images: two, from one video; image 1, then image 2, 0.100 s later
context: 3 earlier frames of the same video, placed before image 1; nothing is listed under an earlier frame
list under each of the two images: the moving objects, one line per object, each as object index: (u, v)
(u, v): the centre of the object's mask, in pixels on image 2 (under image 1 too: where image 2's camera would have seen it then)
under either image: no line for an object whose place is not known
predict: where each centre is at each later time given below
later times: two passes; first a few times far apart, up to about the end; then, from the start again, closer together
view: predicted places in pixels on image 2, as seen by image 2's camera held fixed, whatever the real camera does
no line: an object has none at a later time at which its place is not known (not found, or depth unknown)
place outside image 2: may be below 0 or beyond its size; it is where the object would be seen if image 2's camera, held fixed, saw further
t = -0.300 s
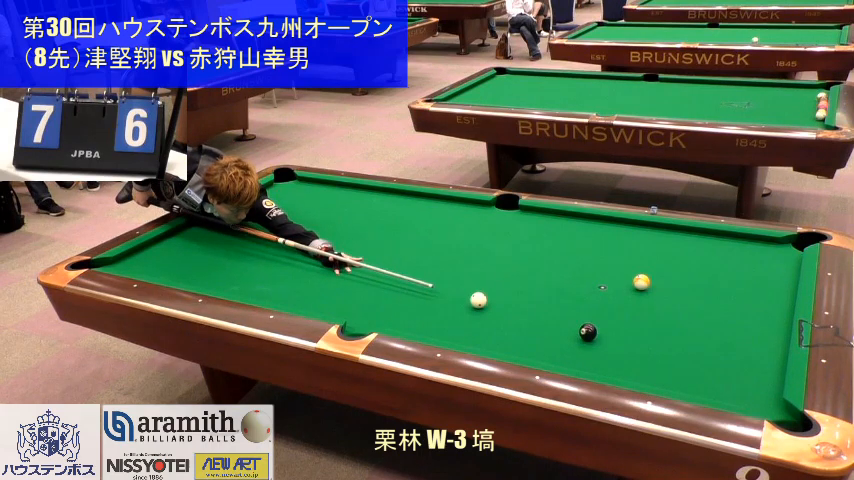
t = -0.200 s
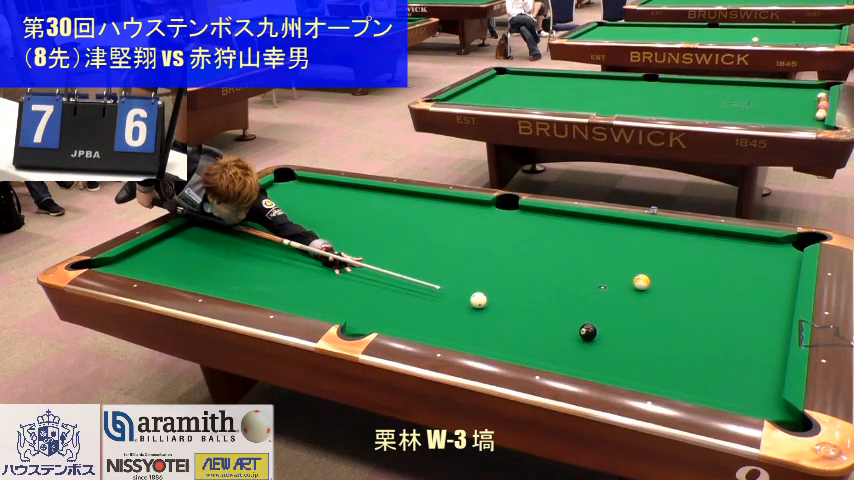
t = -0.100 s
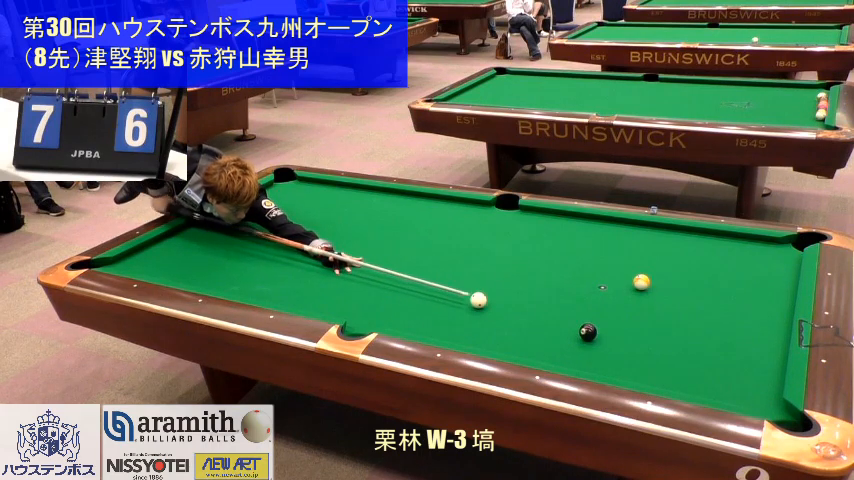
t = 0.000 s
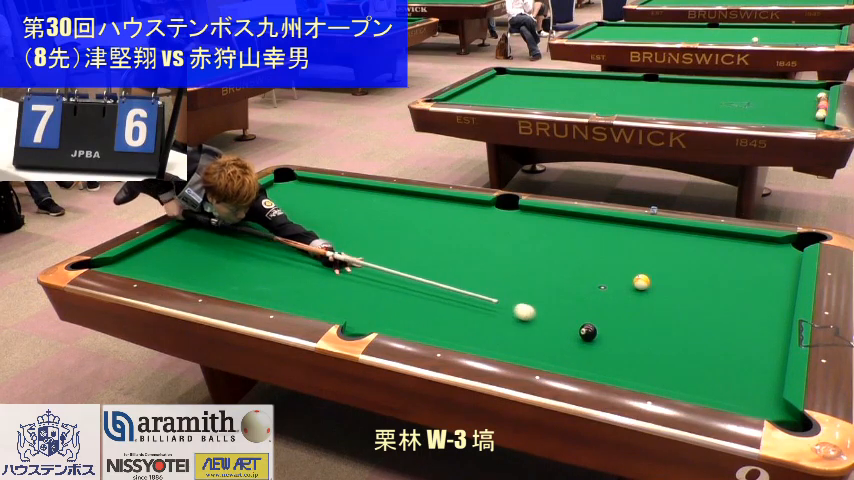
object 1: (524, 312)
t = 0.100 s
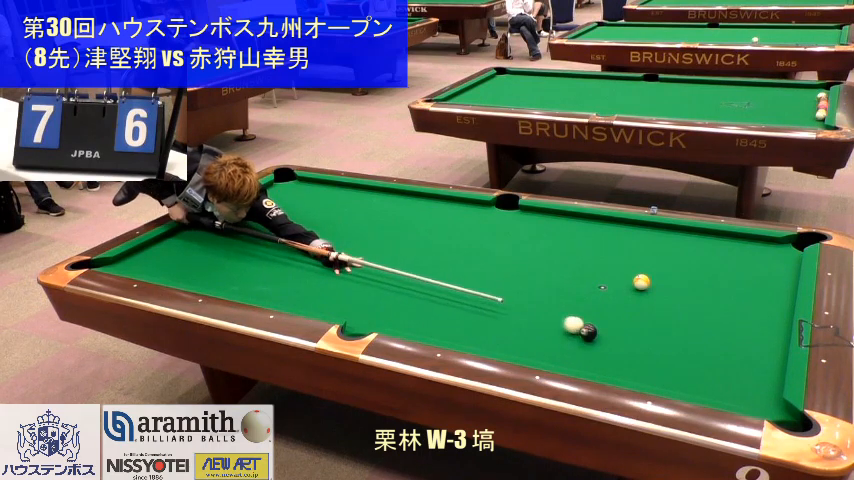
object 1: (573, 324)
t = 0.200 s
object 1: (588, 321)
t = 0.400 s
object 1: (628, 320)
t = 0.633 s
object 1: (675, 320)
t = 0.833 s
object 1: (715, 320)
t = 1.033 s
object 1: (755, 320)
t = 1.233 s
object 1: (779, 318)
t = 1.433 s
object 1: (758, 310)
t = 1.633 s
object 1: (740, 304)
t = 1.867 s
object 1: (721, 297)
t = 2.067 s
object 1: (706, 291)
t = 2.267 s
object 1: (692, 286)
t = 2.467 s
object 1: (680, 282)
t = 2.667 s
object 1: (668, 277)
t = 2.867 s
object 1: (659, 274)
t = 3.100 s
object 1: (648, 269)
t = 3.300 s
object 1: (640, 266)
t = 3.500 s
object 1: (633, 264)
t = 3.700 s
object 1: (627, 262)
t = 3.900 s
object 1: (622, 260)
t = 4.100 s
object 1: (617, 258)
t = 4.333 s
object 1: (613, 257)
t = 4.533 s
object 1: (610, 256)
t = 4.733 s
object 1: (607, 255)
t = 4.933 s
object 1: (606, 254)
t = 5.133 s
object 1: (605, 254)
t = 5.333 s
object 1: (605, 254)
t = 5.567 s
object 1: (605, 254)
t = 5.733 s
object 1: (605, 254)
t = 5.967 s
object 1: (605, 254)
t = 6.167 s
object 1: (605, 254)
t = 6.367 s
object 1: (605, 254)
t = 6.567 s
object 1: (605, 254)
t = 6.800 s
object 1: (605, 254)
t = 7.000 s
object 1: (605, 254)
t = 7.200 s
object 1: (605, 254)
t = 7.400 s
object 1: (605, 254)
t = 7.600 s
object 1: (605, 254)
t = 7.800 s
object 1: (605, 254)
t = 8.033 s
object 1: (605, 254)
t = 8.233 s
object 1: (605, 254)
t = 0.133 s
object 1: (578, 323)
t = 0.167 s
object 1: (583, 322)
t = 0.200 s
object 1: (588, 321)
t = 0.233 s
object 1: (594, 321)
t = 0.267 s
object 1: (600, 321)
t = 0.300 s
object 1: (607, 321)
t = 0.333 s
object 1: (614, 320)
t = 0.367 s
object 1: (621, 320)
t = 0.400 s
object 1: (628, 320)
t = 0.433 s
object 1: (635, 320)
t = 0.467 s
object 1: (641, 320)
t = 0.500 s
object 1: (648, 320)
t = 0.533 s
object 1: (655, 320)
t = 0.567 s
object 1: (662, 320)
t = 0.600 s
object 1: (668, 320)
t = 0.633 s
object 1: (675, 320)
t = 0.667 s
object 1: (682, 320)
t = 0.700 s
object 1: (689, 320)
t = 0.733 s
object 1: (695, 320)
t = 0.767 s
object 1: (702, 320)
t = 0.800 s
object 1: (709, 320)
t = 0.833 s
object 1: (715, 320)
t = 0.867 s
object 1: (722, 320)
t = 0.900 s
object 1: (728, 320)
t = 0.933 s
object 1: (735, 320)
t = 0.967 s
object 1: (742, 320)
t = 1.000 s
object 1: (748, 320)
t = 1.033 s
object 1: (755, 320)
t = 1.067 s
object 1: (761, 320)
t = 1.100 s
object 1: (768, 320)
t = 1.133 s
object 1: (774, 320)
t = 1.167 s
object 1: (781, 319)
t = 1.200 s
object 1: (782, 319)
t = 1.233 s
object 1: (779, 318)
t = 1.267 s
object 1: (775, 316)
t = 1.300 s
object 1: (772, 315)
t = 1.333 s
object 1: (768, 314)
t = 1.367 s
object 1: (765, 313)
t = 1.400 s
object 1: (762, 312)
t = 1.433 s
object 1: (758, 310)
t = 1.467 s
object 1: (755, 309)
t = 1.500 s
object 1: (752, 308)
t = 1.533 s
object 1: (750, 307)
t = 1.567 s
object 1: (746, 306)
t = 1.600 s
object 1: (743, 305)
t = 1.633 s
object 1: (740, 304)
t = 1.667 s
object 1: (737, 303)
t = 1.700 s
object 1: (734, 302)
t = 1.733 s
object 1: (732, 300)
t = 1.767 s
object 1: (729, 299)
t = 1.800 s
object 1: (726, 298)
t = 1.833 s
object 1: (724, 297)
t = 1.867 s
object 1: (721, 297)
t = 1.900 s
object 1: (719, 296)
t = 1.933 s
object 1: (716, 295)
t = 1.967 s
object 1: (713, 294)
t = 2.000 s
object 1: (711, 293)
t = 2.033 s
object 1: (708, 292)
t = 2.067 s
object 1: (706, 291)
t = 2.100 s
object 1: (704, 290)
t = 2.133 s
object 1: (701, 289)
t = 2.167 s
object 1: (699, 289)
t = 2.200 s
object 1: (697, 288)
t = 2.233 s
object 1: (694, 287)
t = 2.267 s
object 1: (692, 286)
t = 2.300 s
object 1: (690, 285)
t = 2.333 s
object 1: (688, 285)
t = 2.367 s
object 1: (686, 284)
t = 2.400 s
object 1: (684, 283)
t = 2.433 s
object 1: (682, 282)
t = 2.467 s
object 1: (680, 282)
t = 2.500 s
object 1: (678, 281)
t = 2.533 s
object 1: (676, 280)
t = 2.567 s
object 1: (674, 280)
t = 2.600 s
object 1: (672, 279)
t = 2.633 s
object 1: (670, 278)
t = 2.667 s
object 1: (668, 277)
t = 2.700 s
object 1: (667, 277)
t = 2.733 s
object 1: (665, 276)
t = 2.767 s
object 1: (663, 276)
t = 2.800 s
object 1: (662, 275)
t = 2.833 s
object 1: (660, 274)
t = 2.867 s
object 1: (659, 274)
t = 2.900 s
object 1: (657, 273)
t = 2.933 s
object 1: (655, 272)
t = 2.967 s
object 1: (654, 272)
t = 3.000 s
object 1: (652, 271)
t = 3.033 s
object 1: (651, 271)
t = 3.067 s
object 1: (650, 270)
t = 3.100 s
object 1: (648, 269)
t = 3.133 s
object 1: (647, 269)
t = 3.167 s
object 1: (645, 268)
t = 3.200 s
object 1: (644, 268)
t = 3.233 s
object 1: (643, 267)
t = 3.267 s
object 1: (641, 267)
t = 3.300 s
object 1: (640, 266)
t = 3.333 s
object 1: (639, 266)
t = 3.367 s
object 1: (638, 266)
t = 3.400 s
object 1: (636, 266)
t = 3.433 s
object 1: (635, 265)
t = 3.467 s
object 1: (634, 265)
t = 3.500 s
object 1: (633, 264)
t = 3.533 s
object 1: (632, 264)
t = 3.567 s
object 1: (631, 263)
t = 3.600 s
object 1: (630, 263)
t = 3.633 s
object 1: (629, 263)
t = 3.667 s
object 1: (628, 262)
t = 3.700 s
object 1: (627, 262)
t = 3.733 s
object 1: (626, 262)
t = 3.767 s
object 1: (625, 261)
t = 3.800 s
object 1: (624, 261)
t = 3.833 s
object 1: (624, 261)
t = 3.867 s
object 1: (623, 260)
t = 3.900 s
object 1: (622, 260)
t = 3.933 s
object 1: (621, 260)
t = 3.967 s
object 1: (620, 260)
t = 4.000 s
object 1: (619, 259)
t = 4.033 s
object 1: (619, 259)
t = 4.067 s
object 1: (618, 259)
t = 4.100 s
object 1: (617, 258)
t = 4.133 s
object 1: (617, 258)
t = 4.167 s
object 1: (616, 258)
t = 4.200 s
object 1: (615, 257)
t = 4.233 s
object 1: (614, 257)
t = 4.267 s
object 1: (614, 257)
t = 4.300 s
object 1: (613, 257)
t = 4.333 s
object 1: (613, 257)
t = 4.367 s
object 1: (612, 256)
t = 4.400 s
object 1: (612, 256)
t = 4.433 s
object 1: (611, 256)
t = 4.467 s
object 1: (611, 256)
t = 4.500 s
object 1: (610, 256)
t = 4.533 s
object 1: (610, 256)
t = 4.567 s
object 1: (609, 255)
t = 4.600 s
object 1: (609, 255)
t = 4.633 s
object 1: (609, 255)
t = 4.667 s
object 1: (608, 255)
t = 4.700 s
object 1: (608, 255)
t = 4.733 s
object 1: (607, 255)
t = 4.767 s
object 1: (607, 255)
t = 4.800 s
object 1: (607, 255)
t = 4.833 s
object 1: (607, 255)
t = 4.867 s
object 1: (606, 254)
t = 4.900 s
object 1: (606, 254)
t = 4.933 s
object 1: (606, 254)
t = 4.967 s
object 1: (606, 254)
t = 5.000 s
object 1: (606, 254)
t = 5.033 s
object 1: (605, 254)
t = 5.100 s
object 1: (605, 254)
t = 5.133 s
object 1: (605, 254)
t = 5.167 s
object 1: (605, 254)
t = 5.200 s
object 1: (605, 254)
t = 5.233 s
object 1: (605, 254)
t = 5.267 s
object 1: (605, 254)
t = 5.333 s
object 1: (605, 254)
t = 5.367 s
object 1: (605, 254)
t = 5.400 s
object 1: (605, 254)
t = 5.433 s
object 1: (605, 254)
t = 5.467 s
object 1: (605, 254)
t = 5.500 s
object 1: (605, 254)
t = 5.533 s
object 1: (605, 254)
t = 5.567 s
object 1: (605, 254)
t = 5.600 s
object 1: (605, 254)
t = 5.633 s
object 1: (605, 254)
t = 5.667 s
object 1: (605, 254)
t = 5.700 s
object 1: (605, 254)
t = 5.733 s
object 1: (605, 254)
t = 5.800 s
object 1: (605, 254)
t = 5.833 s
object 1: (605, 254)
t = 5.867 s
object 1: (605, 254)
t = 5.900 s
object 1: (605, 254)
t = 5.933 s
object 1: (605, 254)
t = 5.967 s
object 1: (605, 254)
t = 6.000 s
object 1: (605, 254)
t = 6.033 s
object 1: (605, 254)
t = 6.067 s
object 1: (605, 254)
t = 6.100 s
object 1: (605, 254)
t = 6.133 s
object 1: (605, 254)
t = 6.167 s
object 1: (605, 254)
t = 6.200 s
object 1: (605, 254)
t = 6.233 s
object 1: (605, 254)
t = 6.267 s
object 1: (605, 254)
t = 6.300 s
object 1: (605, 254)
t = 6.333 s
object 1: (605, 254)
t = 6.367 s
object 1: (605, 254)
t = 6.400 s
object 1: (605, 254)
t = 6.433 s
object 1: (605, 254)
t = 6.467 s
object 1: (605, 254)
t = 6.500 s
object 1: (605, 254)
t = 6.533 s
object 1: (605, 254)
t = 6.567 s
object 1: (605, 254)
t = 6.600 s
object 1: (605, 254)
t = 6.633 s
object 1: (605, 254)
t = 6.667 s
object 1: (605, 254)
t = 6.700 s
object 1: (605, 254)
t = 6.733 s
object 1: (605, 254)
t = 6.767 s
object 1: (605, 254)
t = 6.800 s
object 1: (605, 254)
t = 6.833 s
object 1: (605, 254)
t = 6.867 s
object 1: (605, 254)
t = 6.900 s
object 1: (605, 254)
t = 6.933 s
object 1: (605, 254)
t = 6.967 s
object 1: (605, 254)
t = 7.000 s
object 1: (605, 254)
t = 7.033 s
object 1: (605, 254)
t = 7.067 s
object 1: (605, 254)
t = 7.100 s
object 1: (605, 254)
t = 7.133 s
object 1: (605, 254)
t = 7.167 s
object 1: (605, 254)
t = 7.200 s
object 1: (605, 254)
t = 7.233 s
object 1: (605, 254)
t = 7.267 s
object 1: (605, 254)
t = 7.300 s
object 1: (605, 254)
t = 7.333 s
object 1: (605, 254)
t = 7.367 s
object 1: (605, 254)
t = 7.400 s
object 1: (605, 254)
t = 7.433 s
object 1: (605, 254)
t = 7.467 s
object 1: (605, 254)
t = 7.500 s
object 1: (605, 254)
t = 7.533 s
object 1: (605, 254)
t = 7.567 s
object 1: (605, 254)
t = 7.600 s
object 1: (605, 254)
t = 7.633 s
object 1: (605, 254)
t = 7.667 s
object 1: (605, 254)
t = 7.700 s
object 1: (605, 254)
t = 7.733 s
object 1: (605, 254)
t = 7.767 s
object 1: (605, 254)
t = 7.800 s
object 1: (605, 254)
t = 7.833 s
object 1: (605, 254)
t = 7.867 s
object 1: (605, 254)
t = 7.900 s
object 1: (605, 254)
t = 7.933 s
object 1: (605, 254)
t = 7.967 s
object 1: (605, 254)
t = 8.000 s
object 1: (605, 254)
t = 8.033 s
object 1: (605, 254)
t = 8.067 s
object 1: (605, 254)
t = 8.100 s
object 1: (605, 254)
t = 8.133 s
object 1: (605, 254)
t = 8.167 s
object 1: (605, 254)
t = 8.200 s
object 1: (605, 254)
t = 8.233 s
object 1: (605, 254)
